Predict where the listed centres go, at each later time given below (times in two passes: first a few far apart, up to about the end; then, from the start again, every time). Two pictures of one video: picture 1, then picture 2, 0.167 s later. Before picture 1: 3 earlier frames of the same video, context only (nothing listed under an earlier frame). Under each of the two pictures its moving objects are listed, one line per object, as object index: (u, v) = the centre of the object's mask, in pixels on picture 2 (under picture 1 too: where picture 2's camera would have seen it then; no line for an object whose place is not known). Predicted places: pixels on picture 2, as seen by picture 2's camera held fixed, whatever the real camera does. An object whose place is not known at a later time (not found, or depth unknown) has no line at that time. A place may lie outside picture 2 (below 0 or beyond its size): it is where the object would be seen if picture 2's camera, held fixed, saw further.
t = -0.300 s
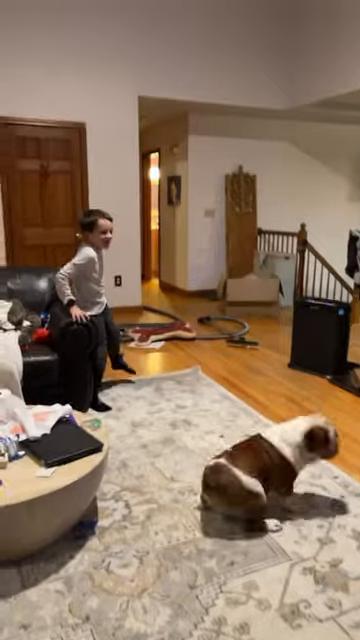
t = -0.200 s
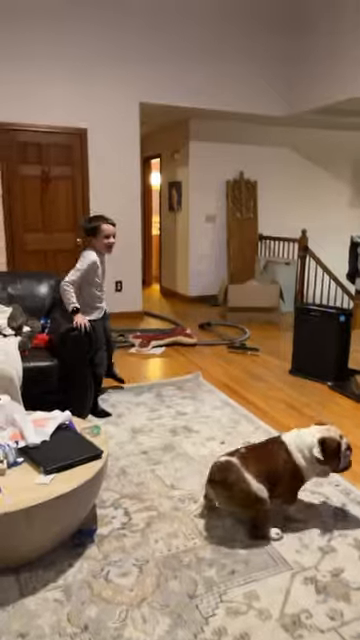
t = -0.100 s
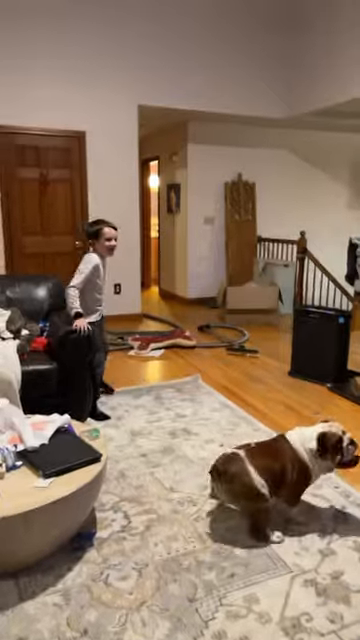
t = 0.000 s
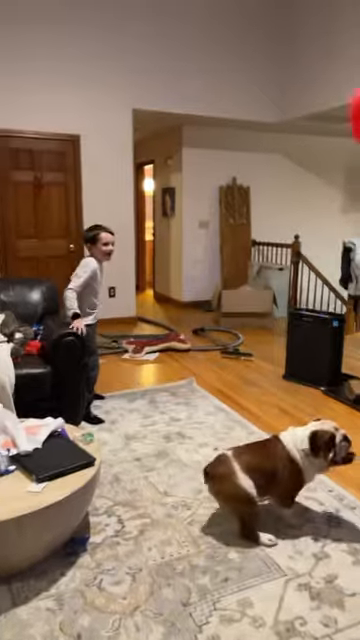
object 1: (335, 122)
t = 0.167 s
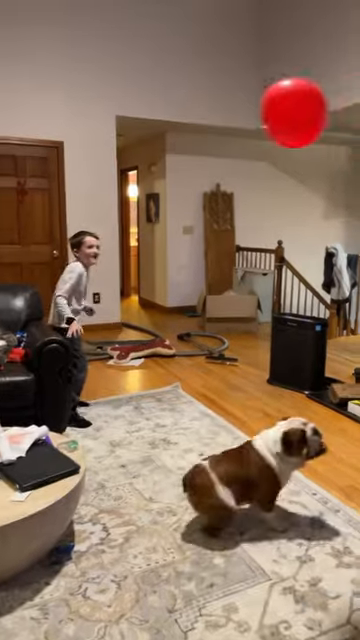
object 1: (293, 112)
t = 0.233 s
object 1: (280, 112)
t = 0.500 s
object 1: (237, 118)
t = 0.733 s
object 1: (213, 150)
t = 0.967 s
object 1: (197, 202)
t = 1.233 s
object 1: (190, 278)
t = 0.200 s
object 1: (286, 112)
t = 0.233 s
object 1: (280, 112)
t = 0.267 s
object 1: (275, 111)
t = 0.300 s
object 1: (269, 110)
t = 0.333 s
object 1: (262, 110)
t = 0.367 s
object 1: (257, 110)
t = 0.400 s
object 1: (251, 111)
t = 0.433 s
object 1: (246, 112)
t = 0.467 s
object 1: (242, 115)
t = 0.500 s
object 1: (237, 118)
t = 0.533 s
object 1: (233, 121)
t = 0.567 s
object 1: (230, 125)
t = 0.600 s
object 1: (226, 130)
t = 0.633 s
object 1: (223, 135)
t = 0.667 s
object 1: (220, 140)
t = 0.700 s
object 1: (216, 144)
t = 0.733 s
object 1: (213, 150)
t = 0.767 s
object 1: (211, 158)
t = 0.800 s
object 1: (207, 163)
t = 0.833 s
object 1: (205, 170)
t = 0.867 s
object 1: (202, 177)
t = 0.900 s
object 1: (201, 185)
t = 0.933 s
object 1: (199, 193)
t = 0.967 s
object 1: (197, 202)
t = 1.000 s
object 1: (195, 211)
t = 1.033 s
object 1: (194, 220)
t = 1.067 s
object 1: (193, 229)
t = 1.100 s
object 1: (192, 239)
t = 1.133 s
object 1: (191, 249)
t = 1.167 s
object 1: (190, 259)
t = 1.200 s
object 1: (191, 271)
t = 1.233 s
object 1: (190, 278)
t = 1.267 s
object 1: (190, 288)
